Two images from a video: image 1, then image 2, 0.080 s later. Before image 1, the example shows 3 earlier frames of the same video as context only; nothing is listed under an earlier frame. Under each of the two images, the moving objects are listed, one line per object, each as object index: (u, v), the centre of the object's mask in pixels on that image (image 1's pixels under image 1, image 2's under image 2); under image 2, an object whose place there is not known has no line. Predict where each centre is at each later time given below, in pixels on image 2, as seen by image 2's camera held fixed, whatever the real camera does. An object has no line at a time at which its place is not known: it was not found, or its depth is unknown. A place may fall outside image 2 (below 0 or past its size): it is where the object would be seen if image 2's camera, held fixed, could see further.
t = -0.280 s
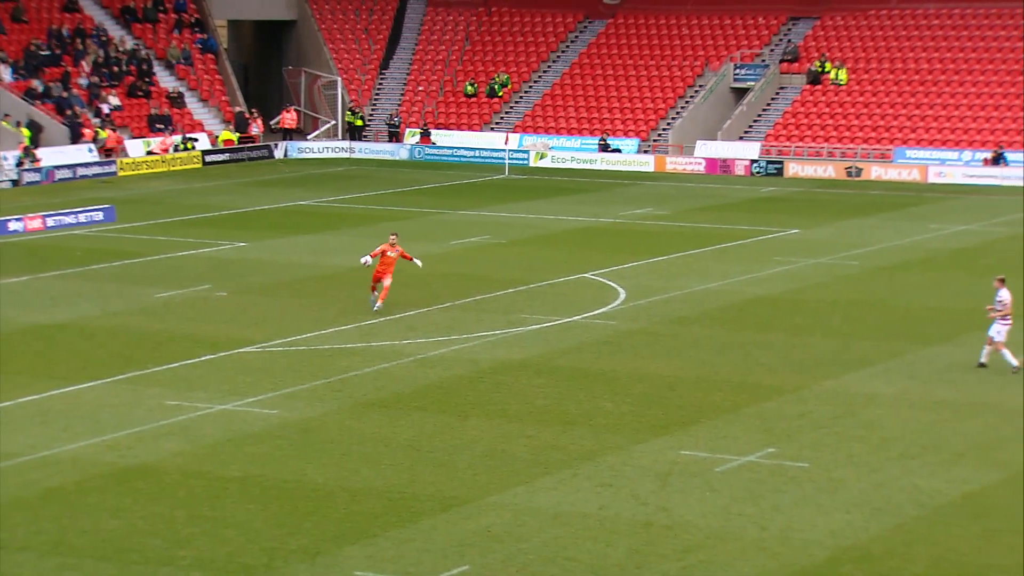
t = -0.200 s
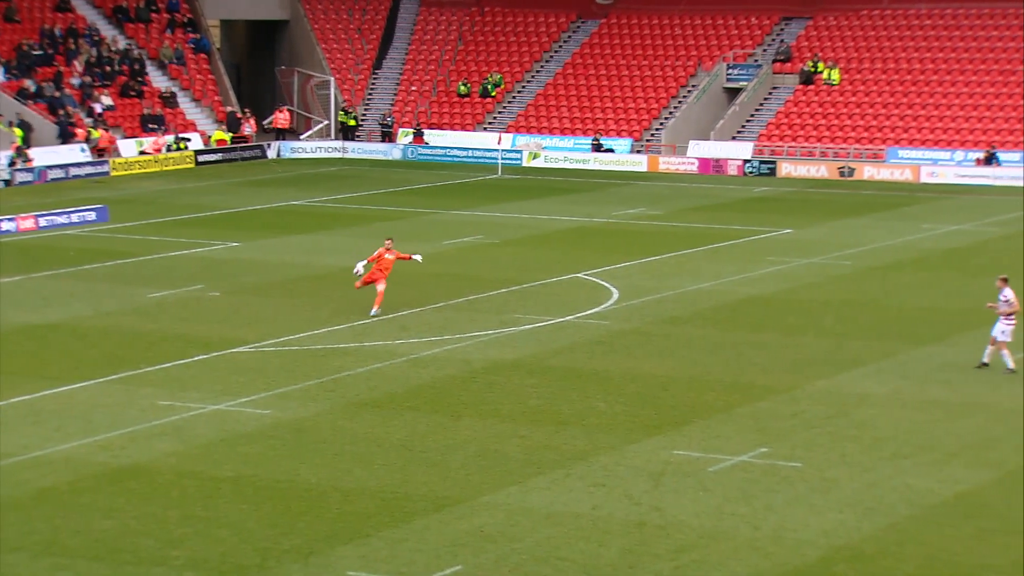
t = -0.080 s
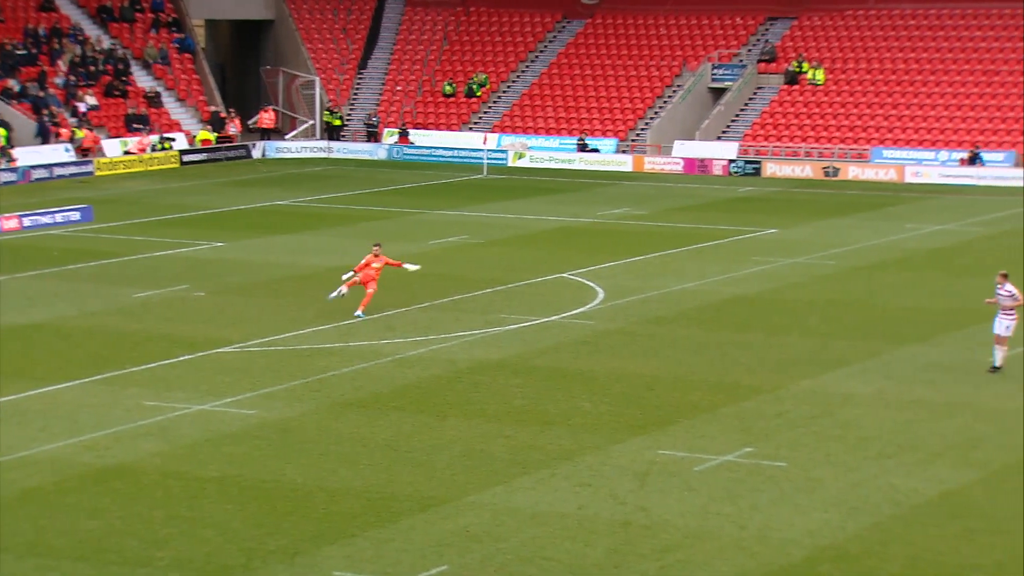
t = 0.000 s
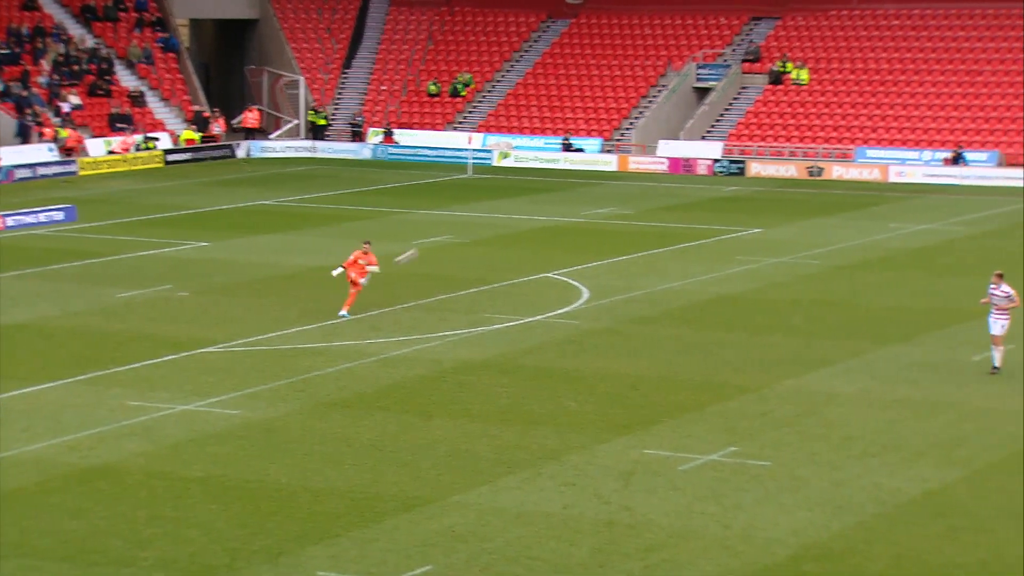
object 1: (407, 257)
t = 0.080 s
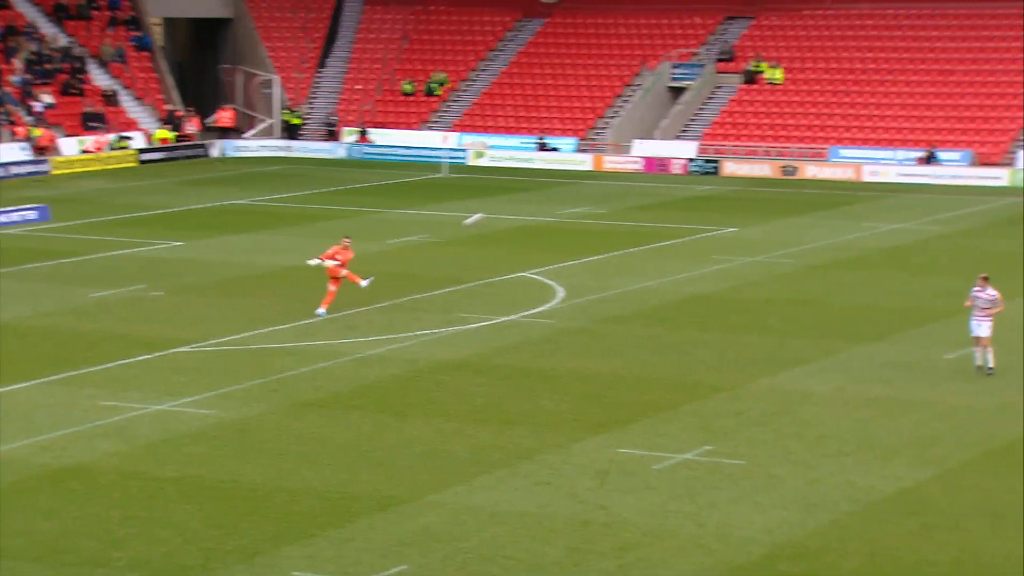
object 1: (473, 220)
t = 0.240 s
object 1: (663, 165)
